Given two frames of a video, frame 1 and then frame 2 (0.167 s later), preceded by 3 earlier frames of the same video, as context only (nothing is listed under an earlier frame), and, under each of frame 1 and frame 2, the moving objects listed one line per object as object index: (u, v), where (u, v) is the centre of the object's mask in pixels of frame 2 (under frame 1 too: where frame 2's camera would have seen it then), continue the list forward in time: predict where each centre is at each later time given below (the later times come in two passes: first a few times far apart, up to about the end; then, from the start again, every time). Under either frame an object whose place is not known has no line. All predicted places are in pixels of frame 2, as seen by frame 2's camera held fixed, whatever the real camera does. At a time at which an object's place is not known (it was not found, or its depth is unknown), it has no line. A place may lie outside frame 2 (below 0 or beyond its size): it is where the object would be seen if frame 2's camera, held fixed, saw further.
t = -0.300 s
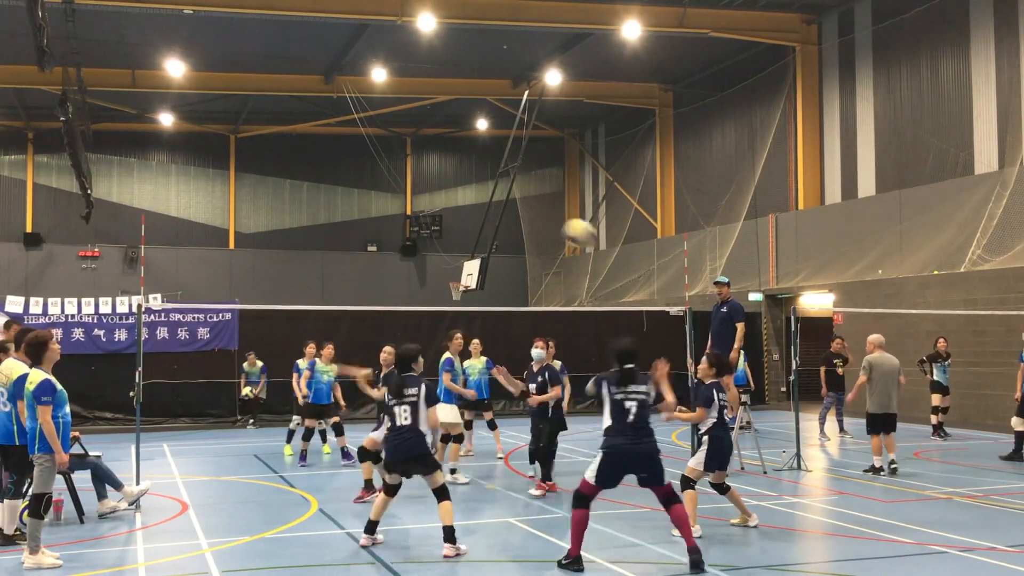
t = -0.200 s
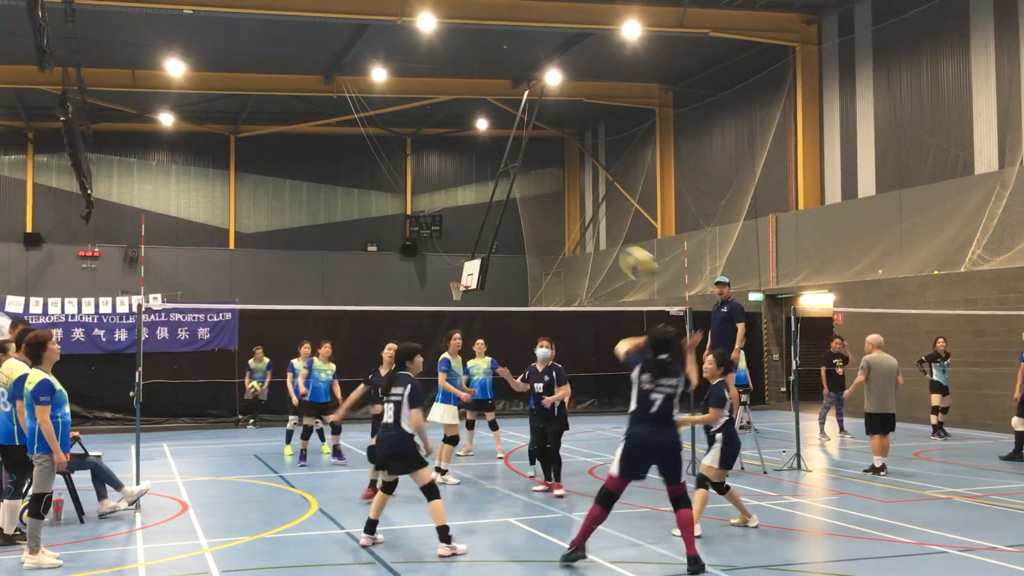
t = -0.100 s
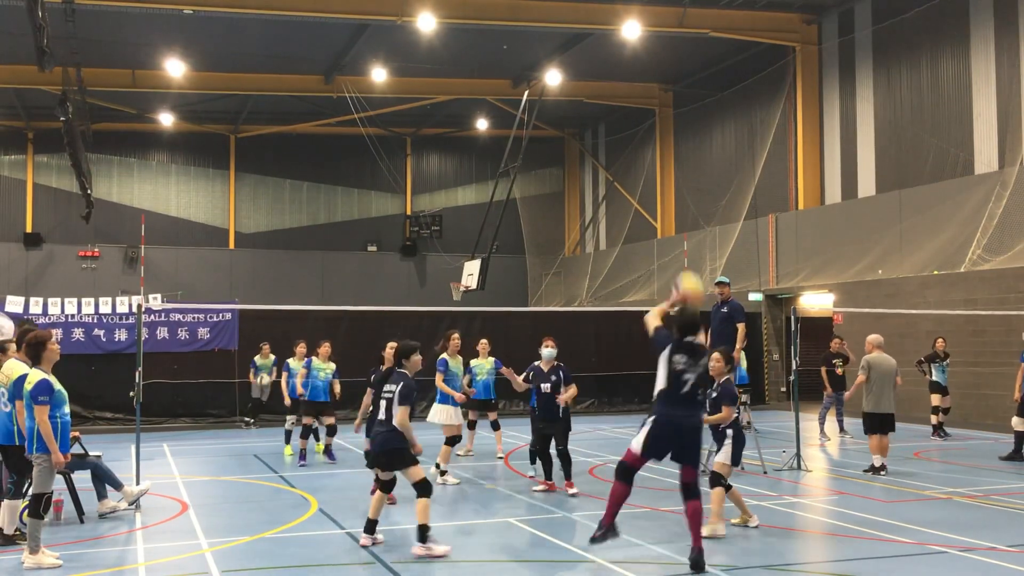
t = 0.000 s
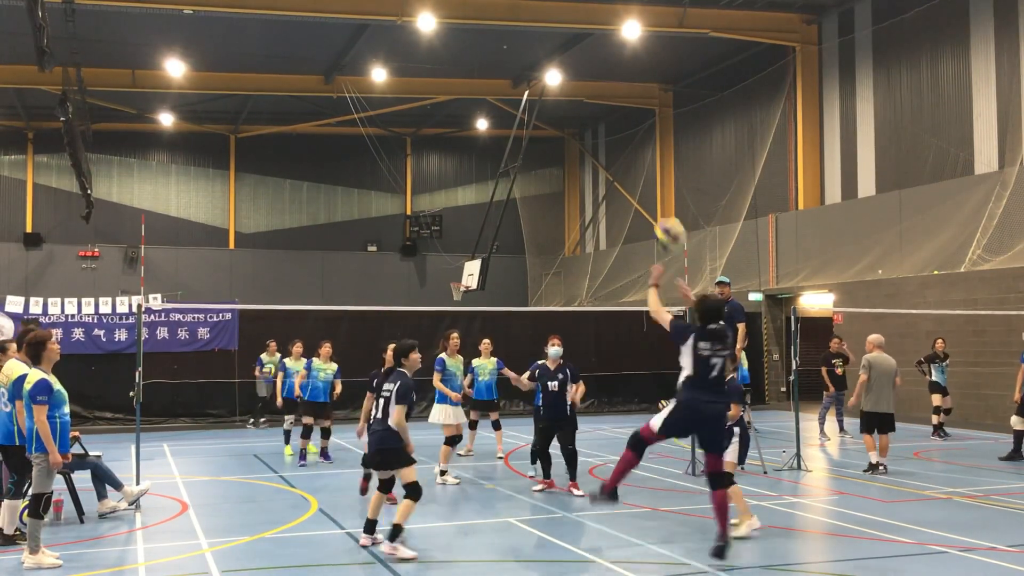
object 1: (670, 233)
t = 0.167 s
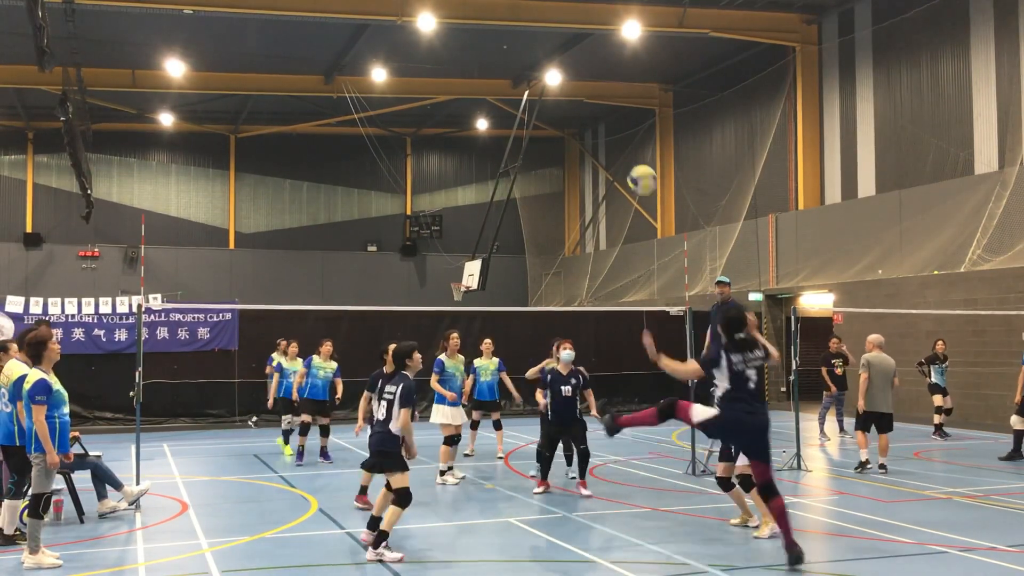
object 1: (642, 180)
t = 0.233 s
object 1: (632, 169)
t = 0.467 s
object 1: (601, 172)
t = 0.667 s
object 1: (580, 214)
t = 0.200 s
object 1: (637, 173)
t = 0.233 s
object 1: (632, 169)
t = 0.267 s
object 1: (628, 165)
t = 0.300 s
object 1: (622, 163)
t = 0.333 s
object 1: (618, 163)
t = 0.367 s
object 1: (614, 164)
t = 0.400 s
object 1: (610, 165)
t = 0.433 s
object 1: (606, 168)
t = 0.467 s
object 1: (601, 172)
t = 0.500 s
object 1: (598, 177)
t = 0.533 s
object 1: (594, 182)
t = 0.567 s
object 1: (590, 188)
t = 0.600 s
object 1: (587, 196)
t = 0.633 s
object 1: (583, 203)
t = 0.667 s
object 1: (580, 214)
